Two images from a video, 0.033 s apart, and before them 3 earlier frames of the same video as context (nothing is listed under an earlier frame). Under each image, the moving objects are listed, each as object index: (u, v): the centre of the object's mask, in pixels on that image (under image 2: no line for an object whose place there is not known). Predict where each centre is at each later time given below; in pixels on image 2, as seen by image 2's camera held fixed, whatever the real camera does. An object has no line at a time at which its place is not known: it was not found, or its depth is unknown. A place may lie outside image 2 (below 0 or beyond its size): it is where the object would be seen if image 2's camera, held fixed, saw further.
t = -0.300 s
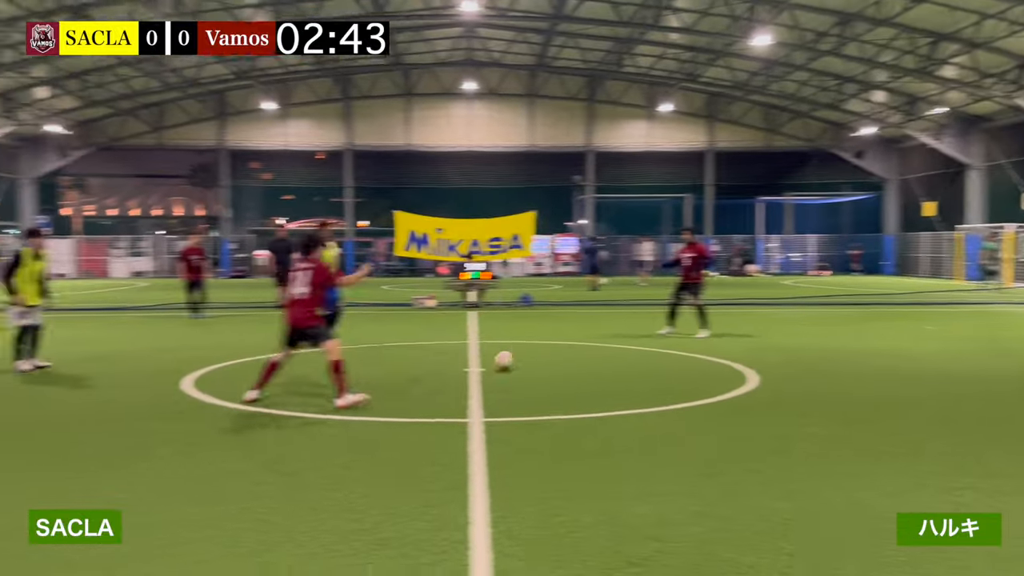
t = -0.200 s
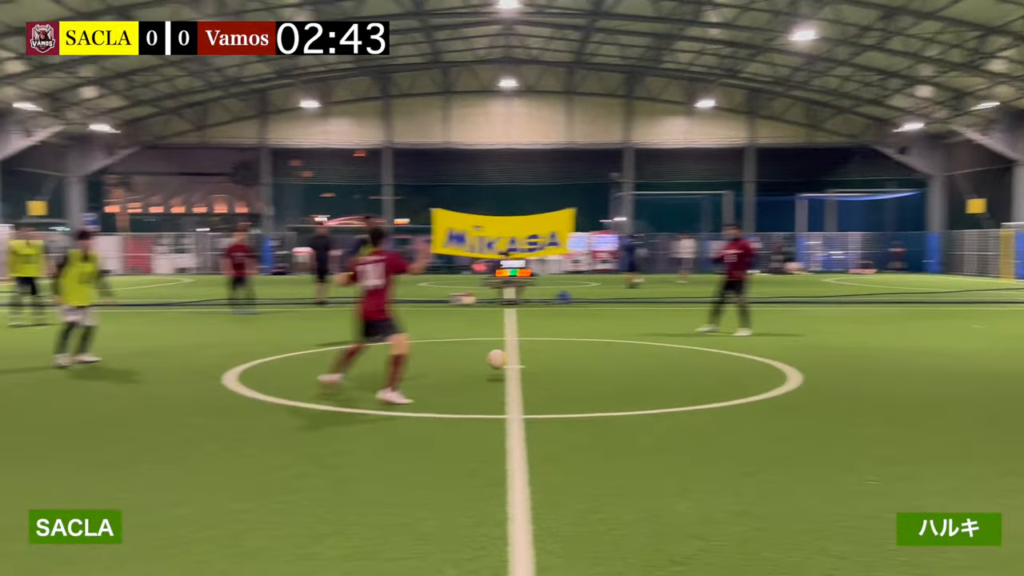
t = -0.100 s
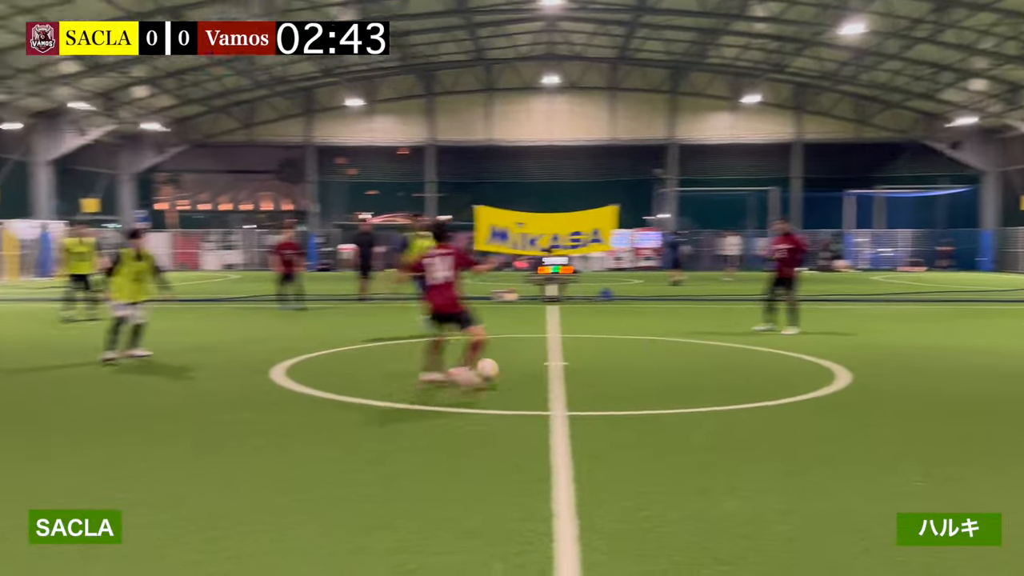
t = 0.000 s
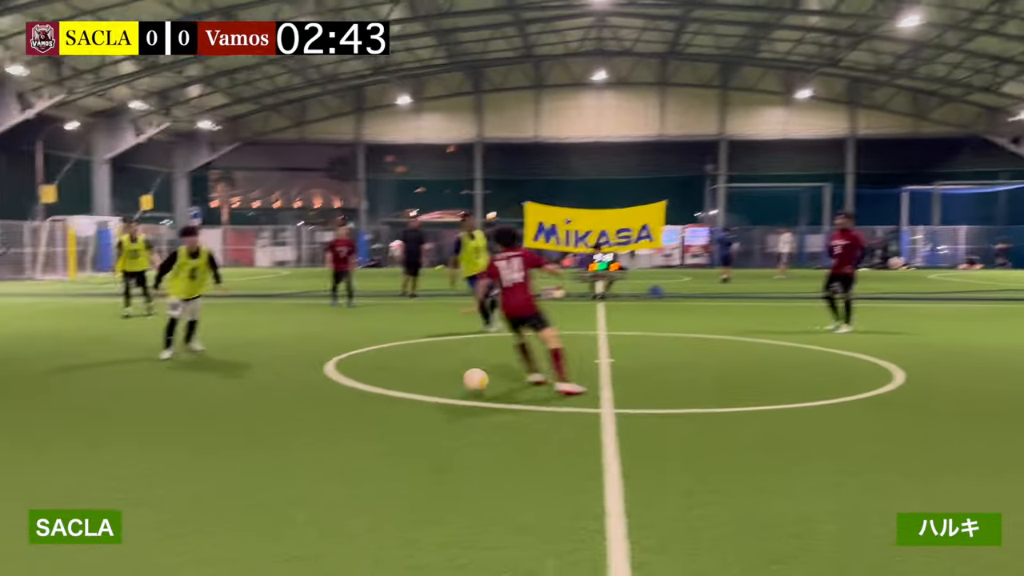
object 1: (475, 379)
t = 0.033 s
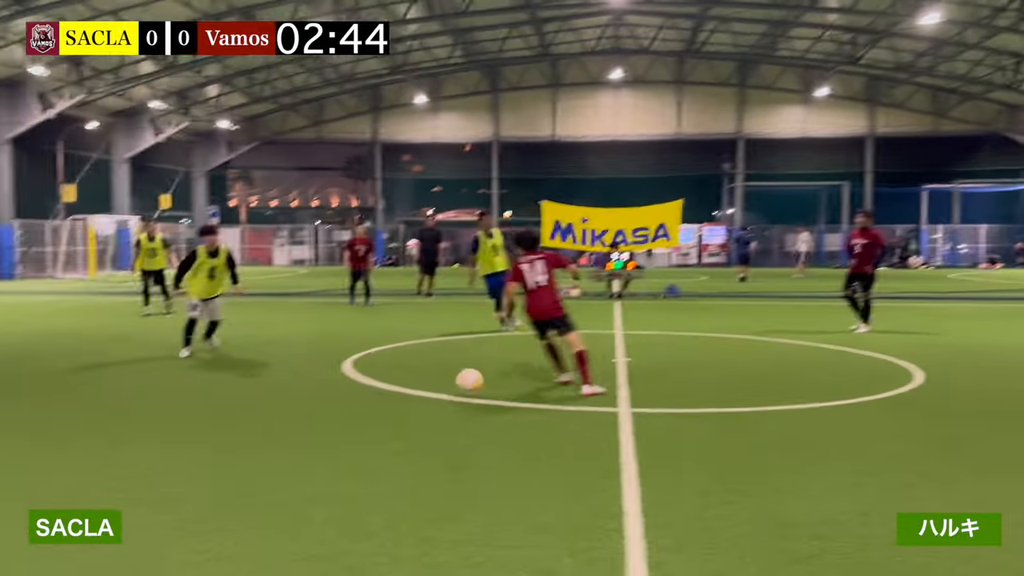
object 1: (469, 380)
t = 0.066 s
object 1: (447, 385)
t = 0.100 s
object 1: (422, 388)
